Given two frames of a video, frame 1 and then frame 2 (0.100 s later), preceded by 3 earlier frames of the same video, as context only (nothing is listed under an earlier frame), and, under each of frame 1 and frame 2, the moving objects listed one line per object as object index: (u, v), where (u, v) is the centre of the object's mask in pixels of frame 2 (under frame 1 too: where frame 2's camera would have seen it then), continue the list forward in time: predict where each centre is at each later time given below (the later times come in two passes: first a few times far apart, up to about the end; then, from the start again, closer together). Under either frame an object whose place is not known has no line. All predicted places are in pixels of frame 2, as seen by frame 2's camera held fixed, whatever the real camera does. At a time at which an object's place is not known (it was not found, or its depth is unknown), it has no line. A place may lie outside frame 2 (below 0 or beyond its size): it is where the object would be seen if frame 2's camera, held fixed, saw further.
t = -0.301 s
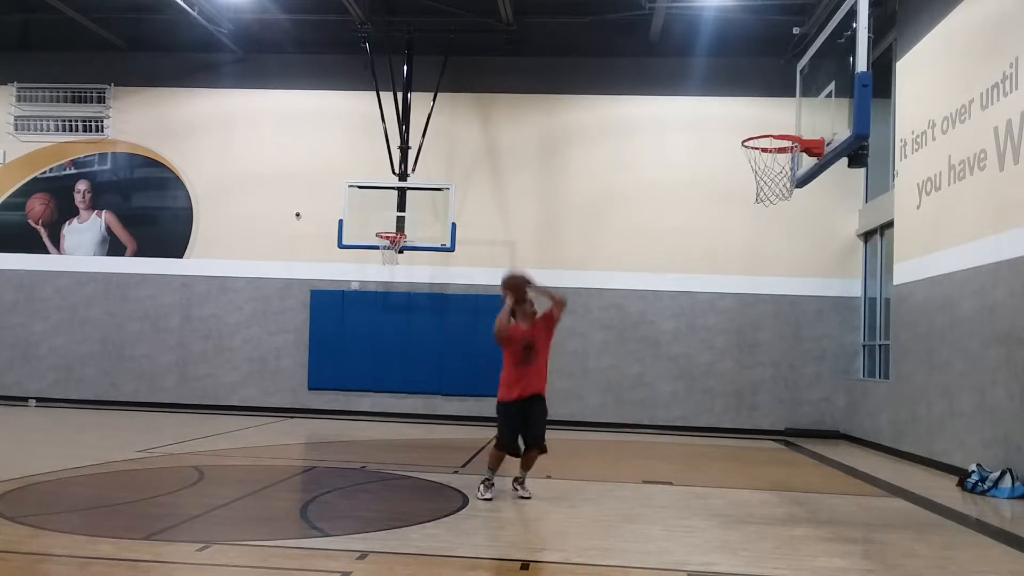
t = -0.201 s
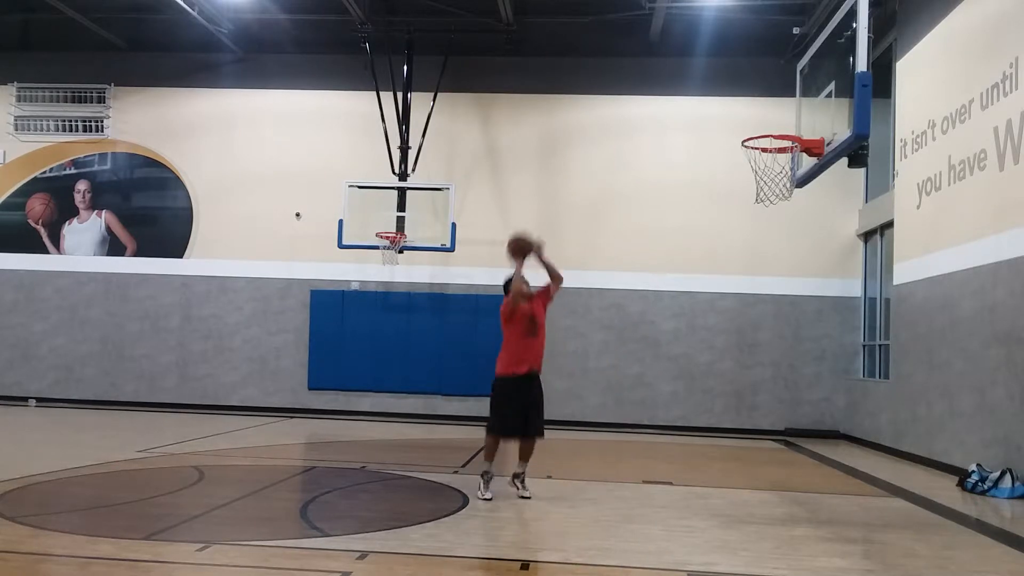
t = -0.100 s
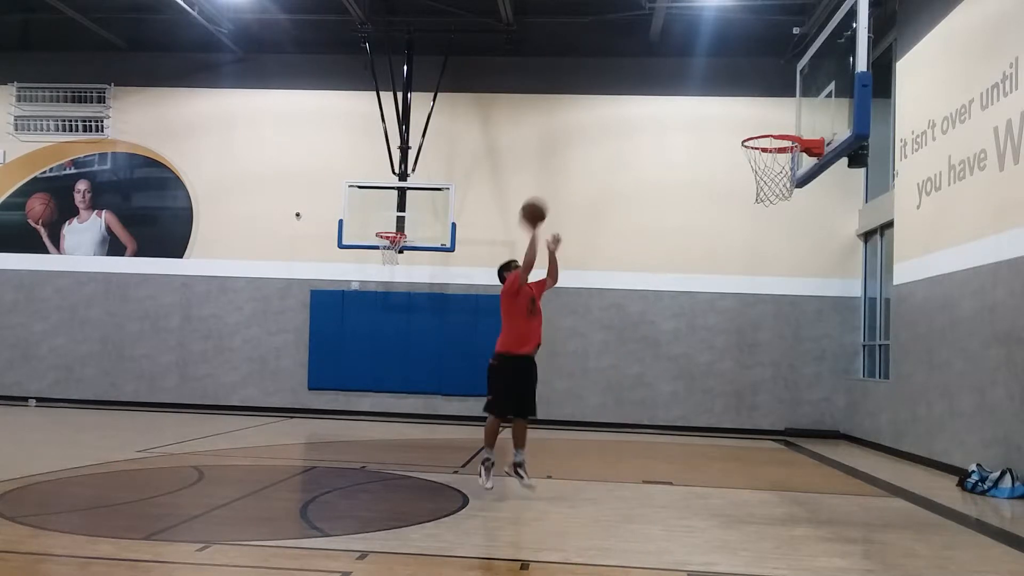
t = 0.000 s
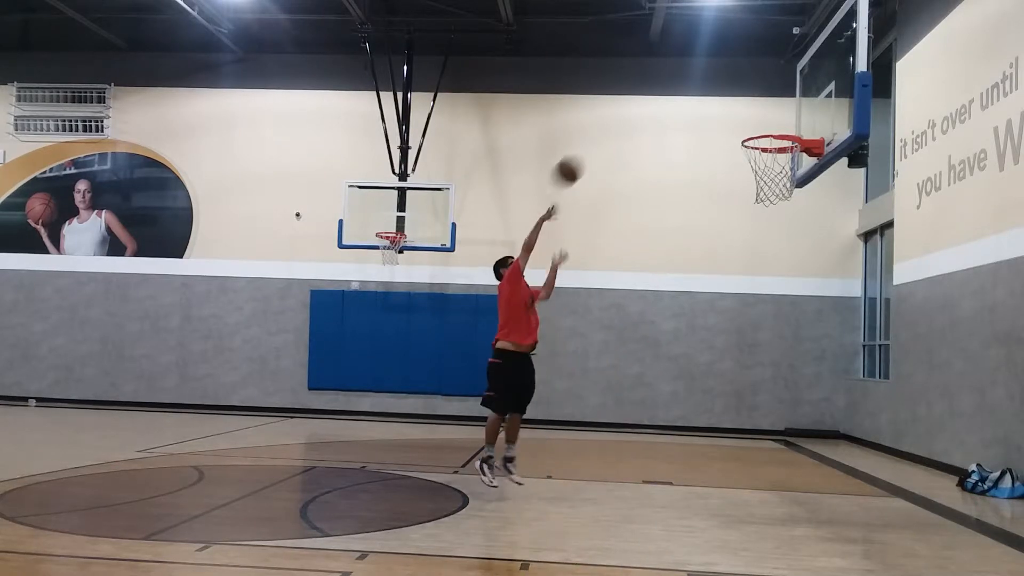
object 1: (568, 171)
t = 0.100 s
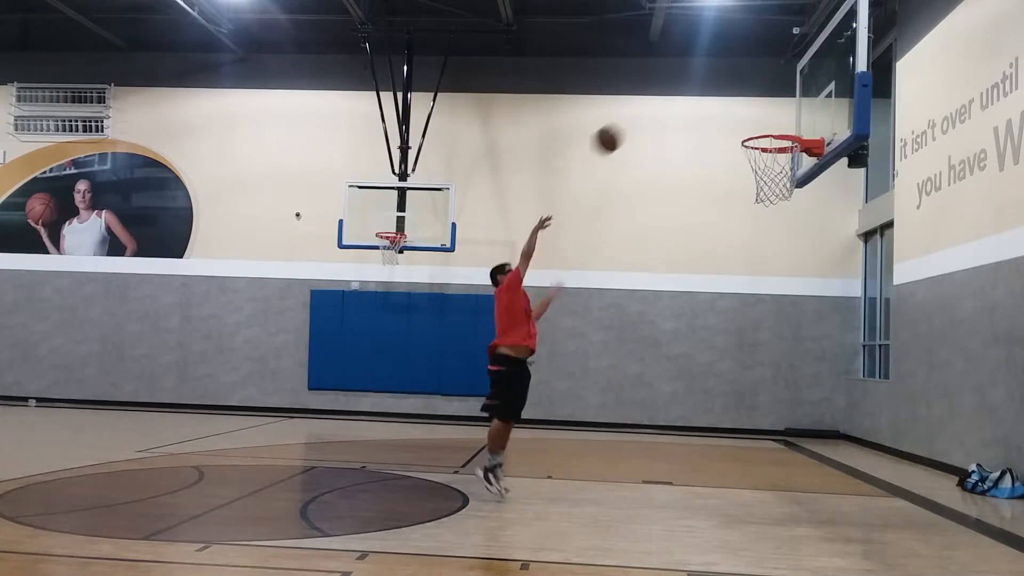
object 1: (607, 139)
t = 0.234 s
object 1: (660, 115)
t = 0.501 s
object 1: (765, 123)
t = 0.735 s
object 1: (794, 101)
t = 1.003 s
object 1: (807, 124)
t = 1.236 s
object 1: (817, 227)
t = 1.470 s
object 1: (828, 429)
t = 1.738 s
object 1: (849, 431)
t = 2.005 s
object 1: (879, 290)
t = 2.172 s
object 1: (899, 266)
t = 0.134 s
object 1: (621, 131)
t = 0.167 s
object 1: (633, 125)
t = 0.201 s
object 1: (646, 119)
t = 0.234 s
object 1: (660, 115)
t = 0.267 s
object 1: (673, 111)
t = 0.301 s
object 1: (686, 109)
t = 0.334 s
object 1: (699, 109)
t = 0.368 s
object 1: (713, 109)
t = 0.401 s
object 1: (726, 111)
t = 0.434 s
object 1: (739, 114)
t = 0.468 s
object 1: (752, 118)
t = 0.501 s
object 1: (765, 123)
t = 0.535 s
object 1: (780, 126)
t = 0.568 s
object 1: (786, 126)
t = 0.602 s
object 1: (787, 121)
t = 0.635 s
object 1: (789, 114)
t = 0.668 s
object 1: (791, 108)
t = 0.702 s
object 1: (792, 104)
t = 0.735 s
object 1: (794, 101)
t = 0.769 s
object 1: (795, 99)
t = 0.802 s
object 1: (797, 98)
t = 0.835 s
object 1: (798, 99)
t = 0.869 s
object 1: (800, 101)
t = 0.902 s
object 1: (802, 105)
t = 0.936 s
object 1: (803, 110)
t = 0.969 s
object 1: (805, 117)
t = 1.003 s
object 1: (807, 124)
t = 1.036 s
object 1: (809, 135)
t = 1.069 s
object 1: (810, 146)
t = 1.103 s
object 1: (811, 161)
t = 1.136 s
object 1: (812, 174)
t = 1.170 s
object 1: (815, 192)
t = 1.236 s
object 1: (817, 227)
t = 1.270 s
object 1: (818, 248)
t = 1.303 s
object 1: (820, 272)
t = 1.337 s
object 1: (822, 307)
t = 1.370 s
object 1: (823, 331)
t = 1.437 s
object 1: (826, 394)
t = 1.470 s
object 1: (828, 429)
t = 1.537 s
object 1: (831, 512)
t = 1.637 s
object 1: (837, 514)
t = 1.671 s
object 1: (841, 484)
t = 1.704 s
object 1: (846, 458)
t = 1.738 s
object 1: (849, 431)
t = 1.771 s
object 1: (853, 405)
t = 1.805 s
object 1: (856, 384)
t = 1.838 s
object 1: (858, 364)
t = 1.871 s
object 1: (862, 346)
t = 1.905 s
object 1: (866, 330)
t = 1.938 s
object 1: (871, 314)
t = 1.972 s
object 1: (875, 302)
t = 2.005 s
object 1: (879, 290)
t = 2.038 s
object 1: (883, 282)
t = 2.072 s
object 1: (887, 274)
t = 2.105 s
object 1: (891, 270)
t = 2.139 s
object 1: (895, 267)
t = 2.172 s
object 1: (899, 266)
